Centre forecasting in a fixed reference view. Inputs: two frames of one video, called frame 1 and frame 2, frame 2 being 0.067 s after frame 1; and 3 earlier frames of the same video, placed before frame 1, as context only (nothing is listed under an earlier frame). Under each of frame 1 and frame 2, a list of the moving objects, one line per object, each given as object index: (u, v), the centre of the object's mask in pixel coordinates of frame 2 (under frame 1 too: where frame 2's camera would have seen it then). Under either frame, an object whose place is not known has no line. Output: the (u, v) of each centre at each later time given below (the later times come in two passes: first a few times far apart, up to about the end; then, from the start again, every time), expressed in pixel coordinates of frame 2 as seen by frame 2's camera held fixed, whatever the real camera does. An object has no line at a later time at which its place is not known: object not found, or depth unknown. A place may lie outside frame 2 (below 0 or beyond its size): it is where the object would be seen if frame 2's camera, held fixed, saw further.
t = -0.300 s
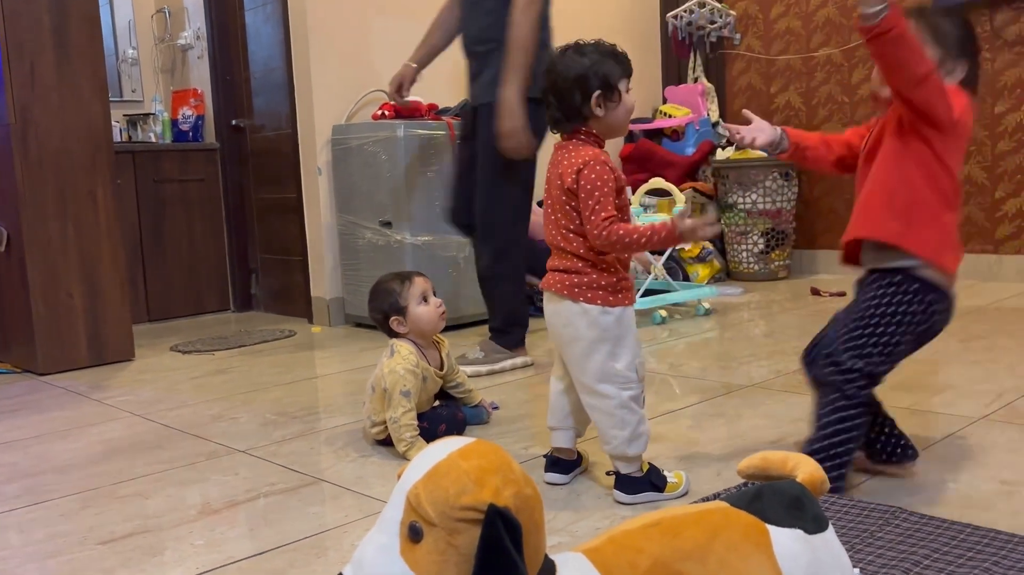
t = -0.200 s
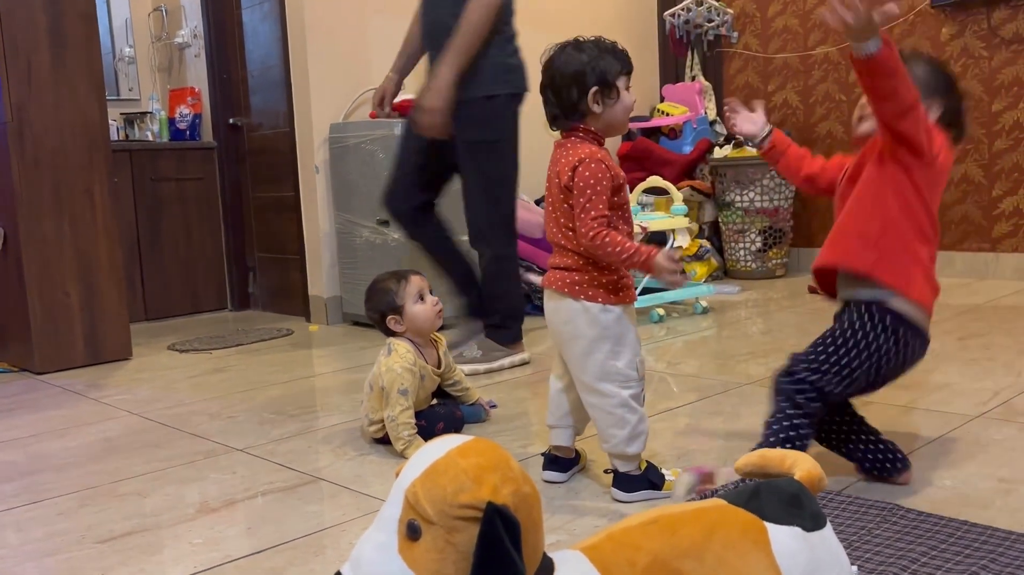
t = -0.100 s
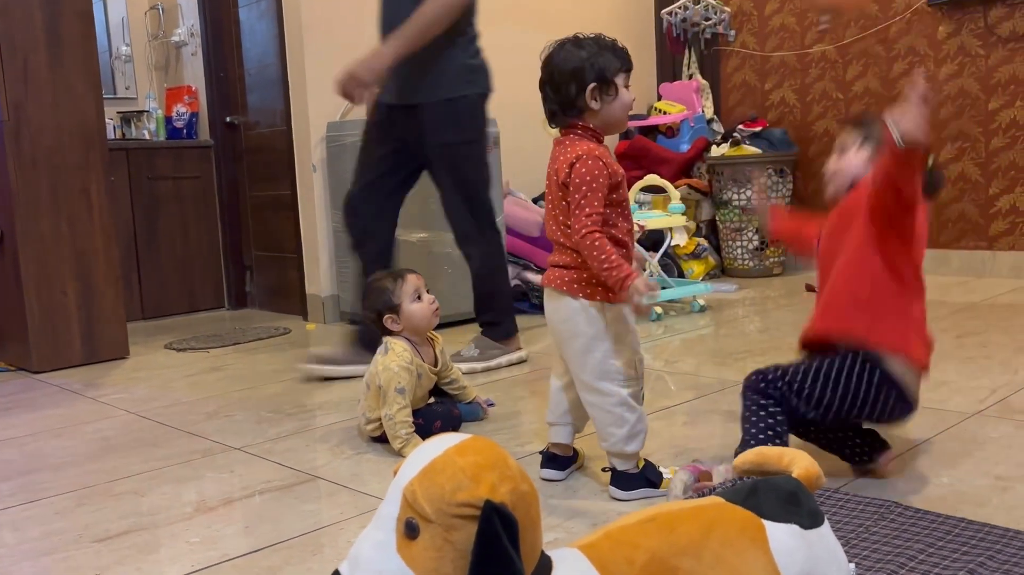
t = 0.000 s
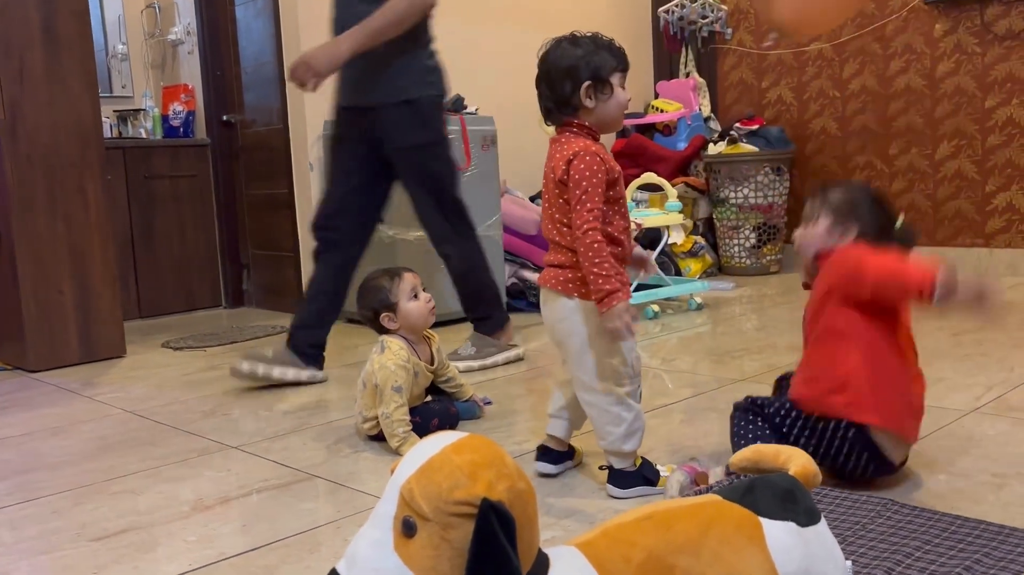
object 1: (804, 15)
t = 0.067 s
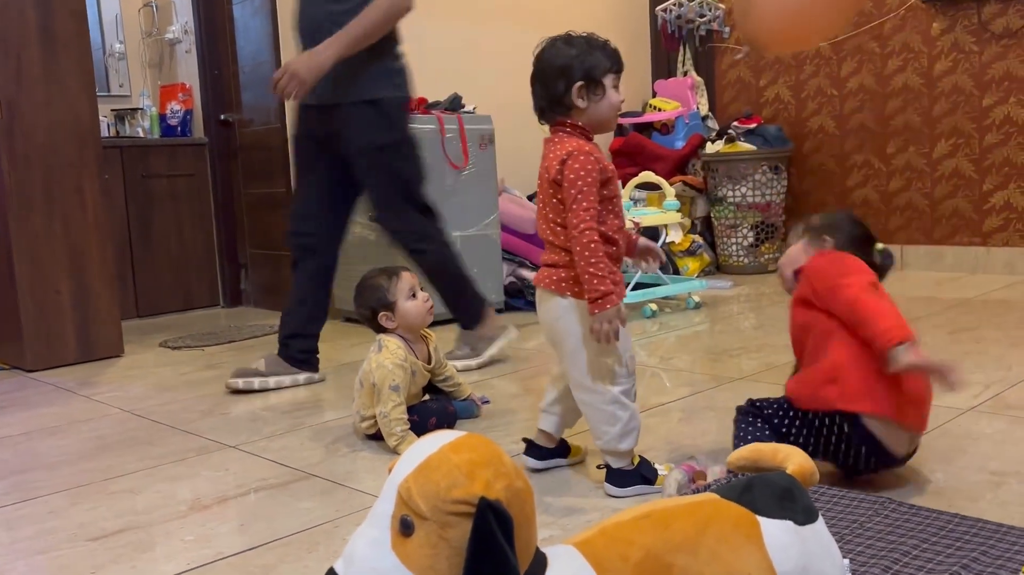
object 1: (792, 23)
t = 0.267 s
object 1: (759, 60)
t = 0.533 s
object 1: (711, 170)
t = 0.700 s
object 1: (685, 257)
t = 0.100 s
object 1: (788, 28)
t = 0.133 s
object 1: (782, 33)
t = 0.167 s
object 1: (776, 39)
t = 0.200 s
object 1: (771, 45)
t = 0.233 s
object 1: (765, 53)
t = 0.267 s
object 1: (759, 60)
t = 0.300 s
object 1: (755, 68)
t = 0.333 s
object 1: (749, 78)
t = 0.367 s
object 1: (742, 94)
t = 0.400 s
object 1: (736, 109)
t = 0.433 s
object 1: (729, 123)
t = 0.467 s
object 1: (723, 139)
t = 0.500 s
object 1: (717, 154)
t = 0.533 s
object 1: (711, 170)
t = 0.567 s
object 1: (705, 187)
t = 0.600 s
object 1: (699, 205)
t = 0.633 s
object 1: (694, 221)
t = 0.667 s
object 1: (688, 238)
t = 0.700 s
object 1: (685, 257)
